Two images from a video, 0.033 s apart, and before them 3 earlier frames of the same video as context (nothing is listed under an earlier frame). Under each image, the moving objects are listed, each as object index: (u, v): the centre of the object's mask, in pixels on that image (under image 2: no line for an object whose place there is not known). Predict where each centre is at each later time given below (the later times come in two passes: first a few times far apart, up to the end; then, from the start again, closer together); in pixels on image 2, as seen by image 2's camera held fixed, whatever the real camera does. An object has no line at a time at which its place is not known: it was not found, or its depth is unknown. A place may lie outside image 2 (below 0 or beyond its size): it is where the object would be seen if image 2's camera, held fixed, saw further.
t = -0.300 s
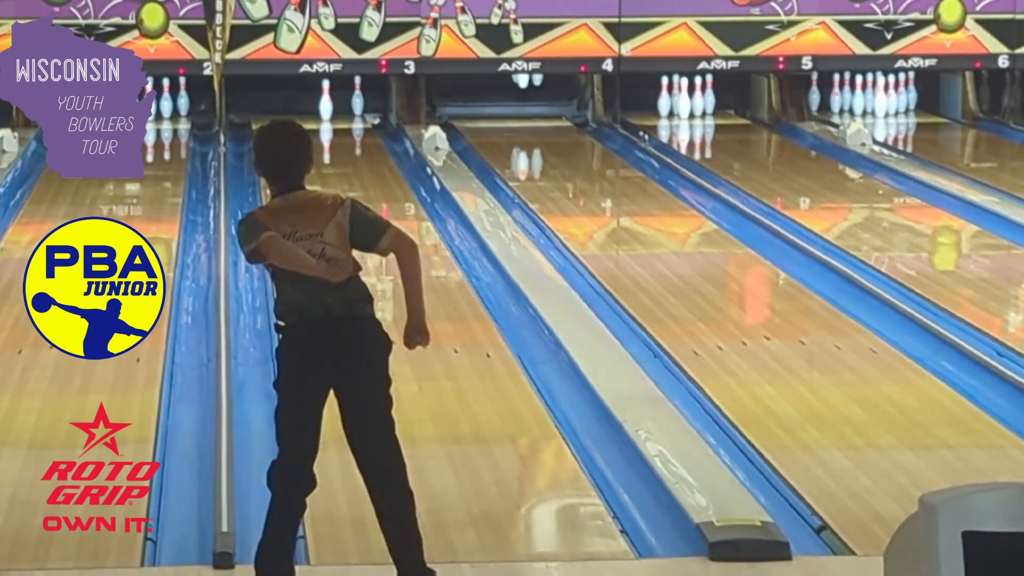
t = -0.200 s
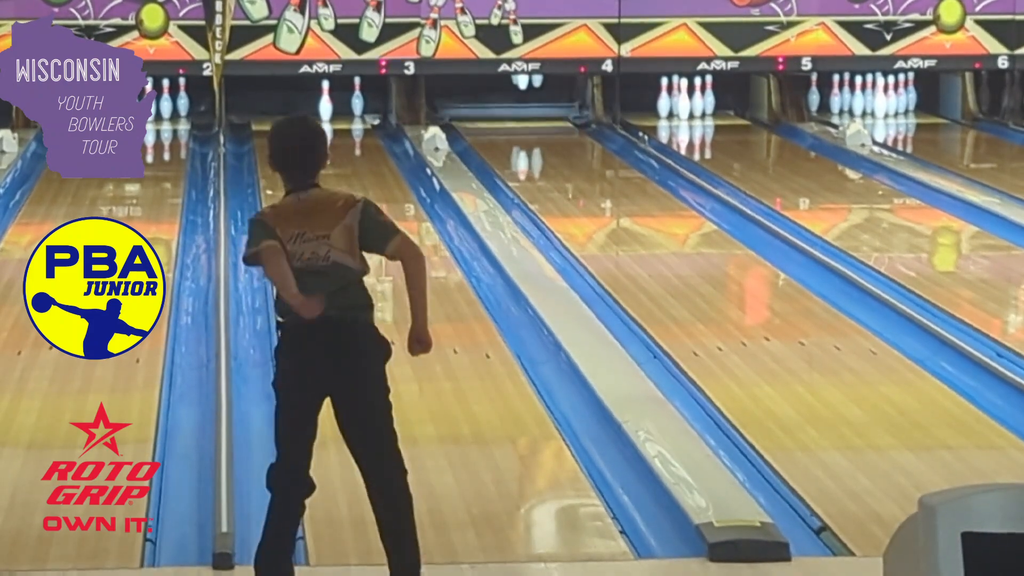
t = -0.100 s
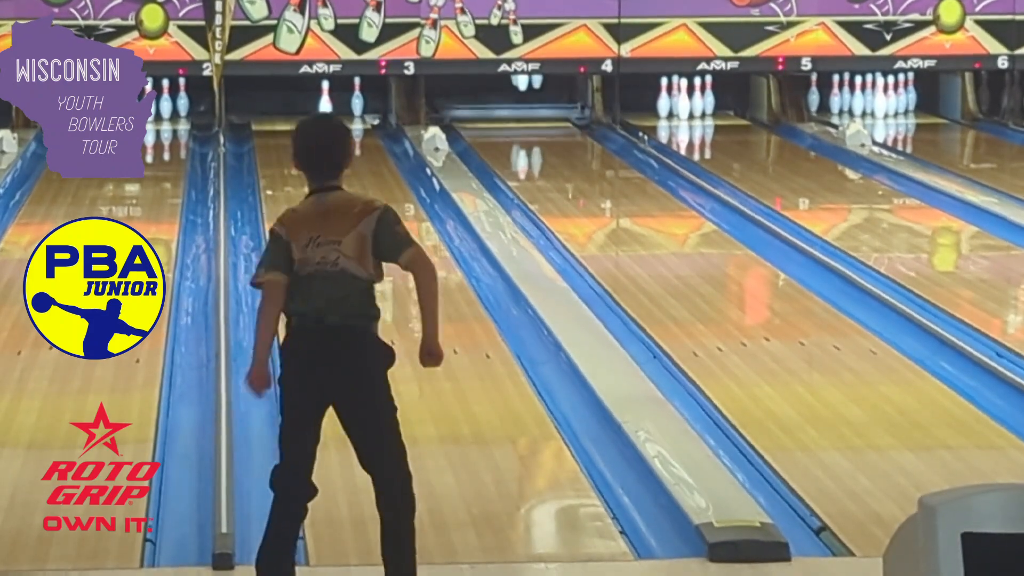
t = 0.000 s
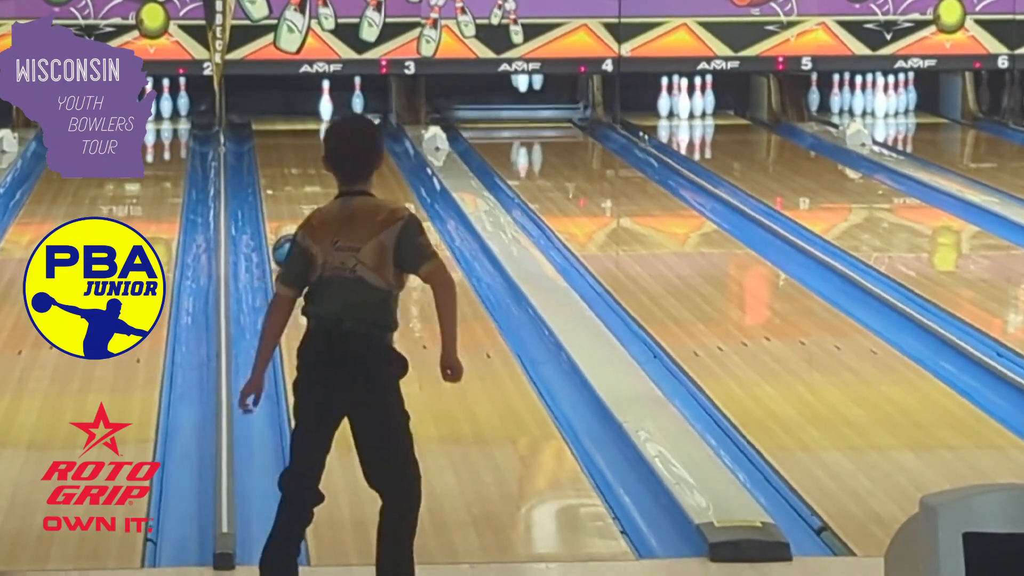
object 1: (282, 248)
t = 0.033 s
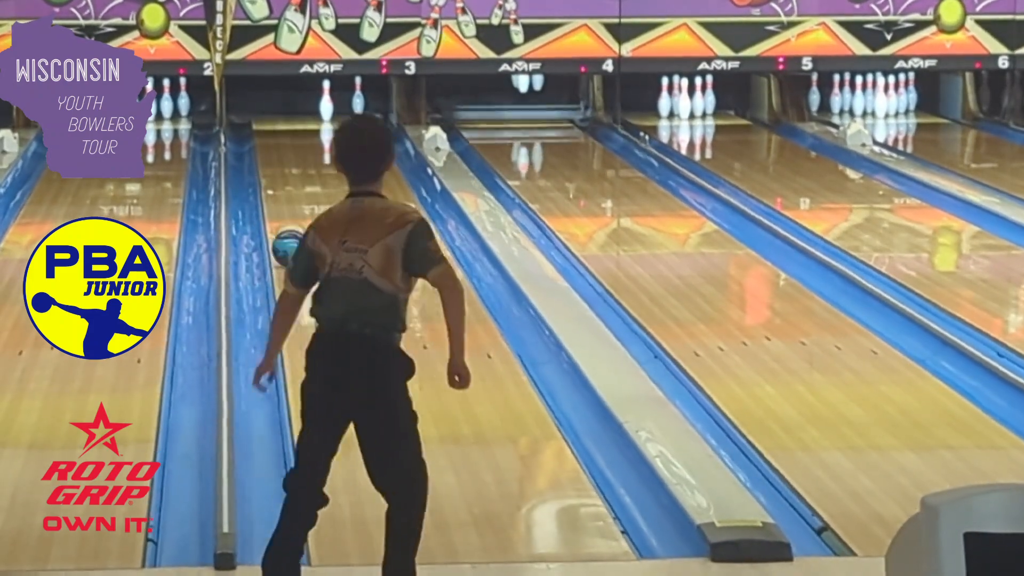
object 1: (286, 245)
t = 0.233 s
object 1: (285, 224)
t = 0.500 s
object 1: (281, 196)
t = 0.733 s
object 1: (277, 176)
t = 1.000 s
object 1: (277, 156)
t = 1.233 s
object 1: (279, 141)
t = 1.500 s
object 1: (285, 126)
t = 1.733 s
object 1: (294, 116)
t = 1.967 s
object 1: (307, 108)
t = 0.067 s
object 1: (288, 243)
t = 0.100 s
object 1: (289, 240)
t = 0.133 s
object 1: (288, 236)
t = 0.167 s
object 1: (287, 232)
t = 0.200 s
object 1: (286, 228)
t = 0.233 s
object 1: (285, 224)
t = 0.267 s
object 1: (285, 220)
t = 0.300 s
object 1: (284, 216)
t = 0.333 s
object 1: (283, 213)
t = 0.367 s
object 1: (282, 209)
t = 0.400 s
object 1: (282, 206)
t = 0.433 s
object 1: (281, 202)
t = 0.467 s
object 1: (281, 199)
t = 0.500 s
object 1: (281, 196)
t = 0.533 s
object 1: (280, 193)
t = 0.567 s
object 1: (280, 190)
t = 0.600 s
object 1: (279, 187)
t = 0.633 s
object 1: (279, 184)
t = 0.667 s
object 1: (278, 181)
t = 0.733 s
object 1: (277, 176)
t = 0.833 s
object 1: (277, 167)
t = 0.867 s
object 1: (277, 165)
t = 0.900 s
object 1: (277, 163)
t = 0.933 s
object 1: (277, 160)
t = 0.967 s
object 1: (277, 158)
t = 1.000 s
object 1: (277, 156)
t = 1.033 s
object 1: (277, 154)
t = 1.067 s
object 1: (277, 151)
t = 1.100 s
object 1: (277, 149)
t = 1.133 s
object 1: (277, 147)
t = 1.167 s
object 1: (278, 144)
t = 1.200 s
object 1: (278, 143)
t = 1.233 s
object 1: (279, 141)
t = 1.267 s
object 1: (280, 139)
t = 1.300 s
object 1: (280, 137)
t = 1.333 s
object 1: (280, 135)
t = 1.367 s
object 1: (281, 133)
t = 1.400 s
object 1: (282, 131)
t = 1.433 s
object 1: (283, 129)
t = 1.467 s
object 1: (284, 128)
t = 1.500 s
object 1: (285, 126)
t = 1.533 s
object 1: (286, 125)
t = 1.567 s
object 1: (287, 123)
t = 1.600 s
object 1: (289, 122)
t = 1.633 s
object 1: (291, 121)
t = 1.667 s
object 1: (292, 121)
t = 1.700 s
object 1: (293, 120)
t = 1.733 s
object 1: (294, 116)
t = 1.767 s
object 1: (296, 114)
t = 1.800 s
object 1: (297, 113)
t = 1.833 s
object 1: (298, 112)
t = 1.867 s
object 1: (300, 111)
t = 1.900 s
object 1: (301, 109)
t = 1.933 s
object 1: (303, 109)
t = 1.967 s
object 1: (307, 108)
